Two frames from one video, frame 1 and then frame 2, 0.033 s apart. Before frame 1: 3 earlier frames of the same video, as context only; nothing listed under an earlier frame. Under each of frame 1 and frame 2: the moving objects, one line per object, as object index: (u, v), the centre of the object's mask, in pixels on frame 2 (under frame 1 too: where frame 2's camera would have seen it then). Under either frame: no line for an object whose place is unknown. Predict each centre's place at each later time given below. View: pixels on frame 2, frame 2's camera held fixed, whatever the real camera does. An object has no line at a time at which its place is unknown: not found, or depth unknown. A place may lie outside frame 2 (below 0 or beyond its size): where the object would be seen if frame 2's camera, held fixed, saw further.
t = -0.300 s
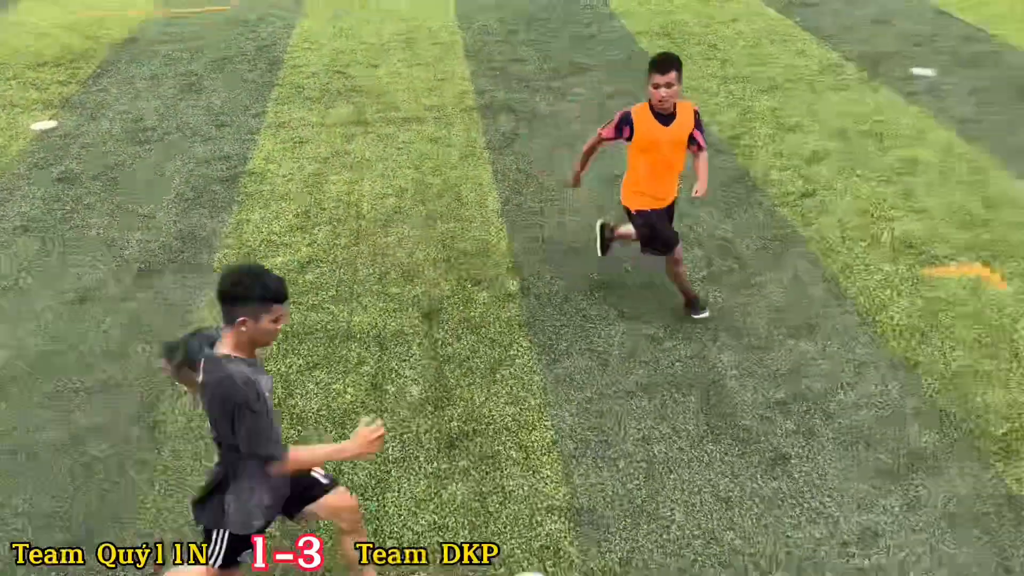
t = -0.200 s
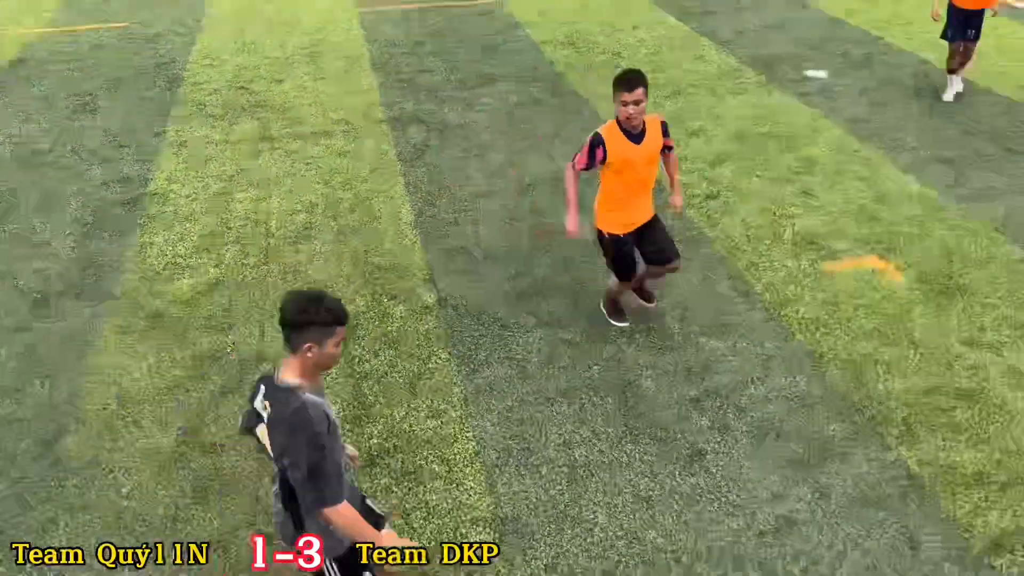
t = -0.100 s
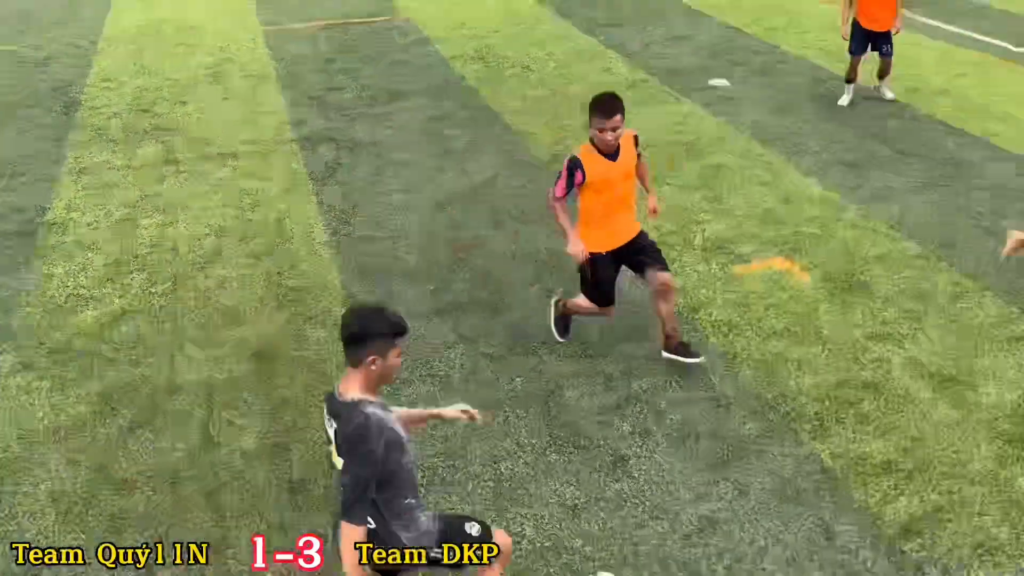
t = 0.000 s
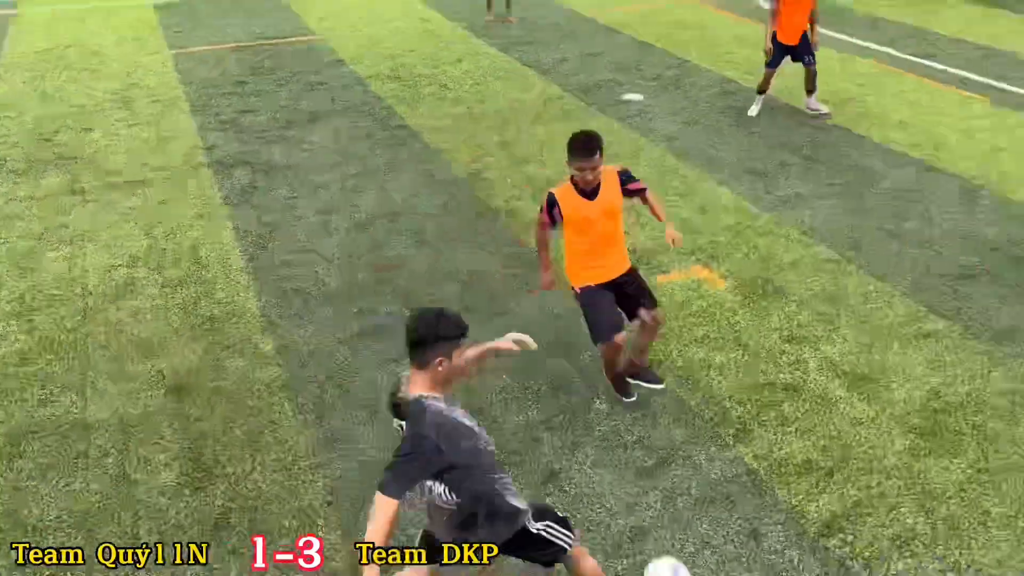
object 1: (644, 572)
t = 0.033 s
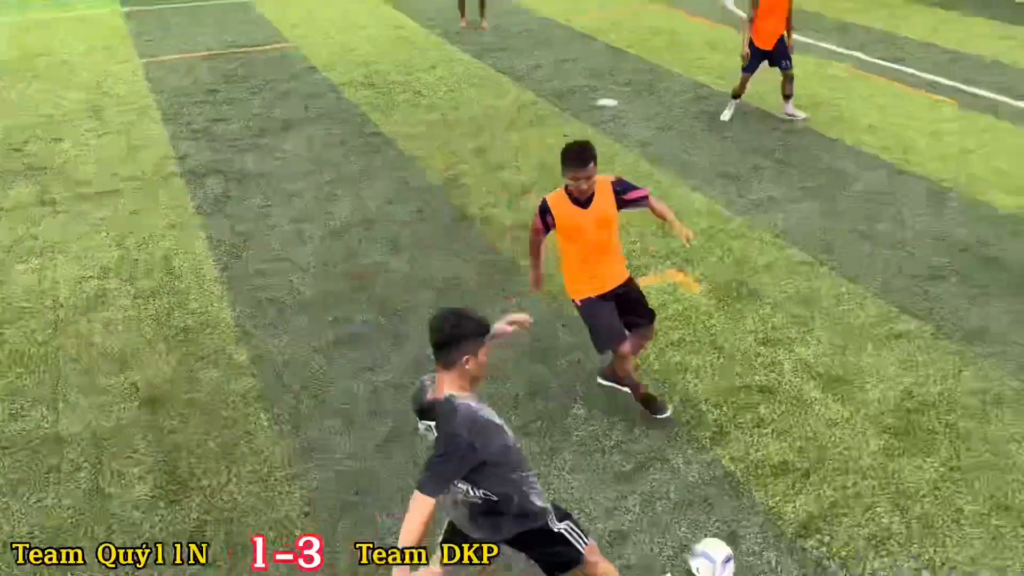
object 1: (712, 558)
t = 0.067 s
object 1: (774, 543)
